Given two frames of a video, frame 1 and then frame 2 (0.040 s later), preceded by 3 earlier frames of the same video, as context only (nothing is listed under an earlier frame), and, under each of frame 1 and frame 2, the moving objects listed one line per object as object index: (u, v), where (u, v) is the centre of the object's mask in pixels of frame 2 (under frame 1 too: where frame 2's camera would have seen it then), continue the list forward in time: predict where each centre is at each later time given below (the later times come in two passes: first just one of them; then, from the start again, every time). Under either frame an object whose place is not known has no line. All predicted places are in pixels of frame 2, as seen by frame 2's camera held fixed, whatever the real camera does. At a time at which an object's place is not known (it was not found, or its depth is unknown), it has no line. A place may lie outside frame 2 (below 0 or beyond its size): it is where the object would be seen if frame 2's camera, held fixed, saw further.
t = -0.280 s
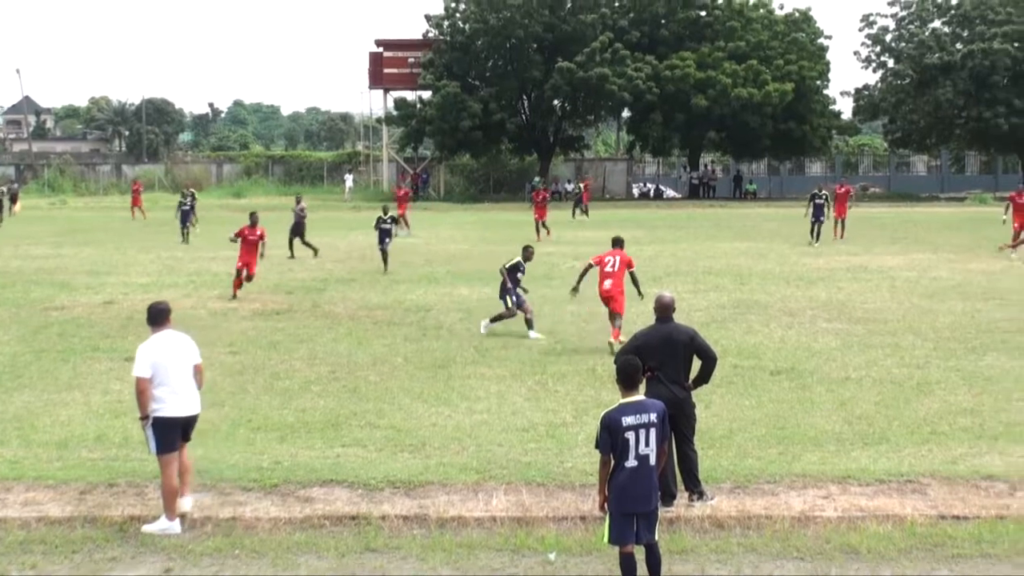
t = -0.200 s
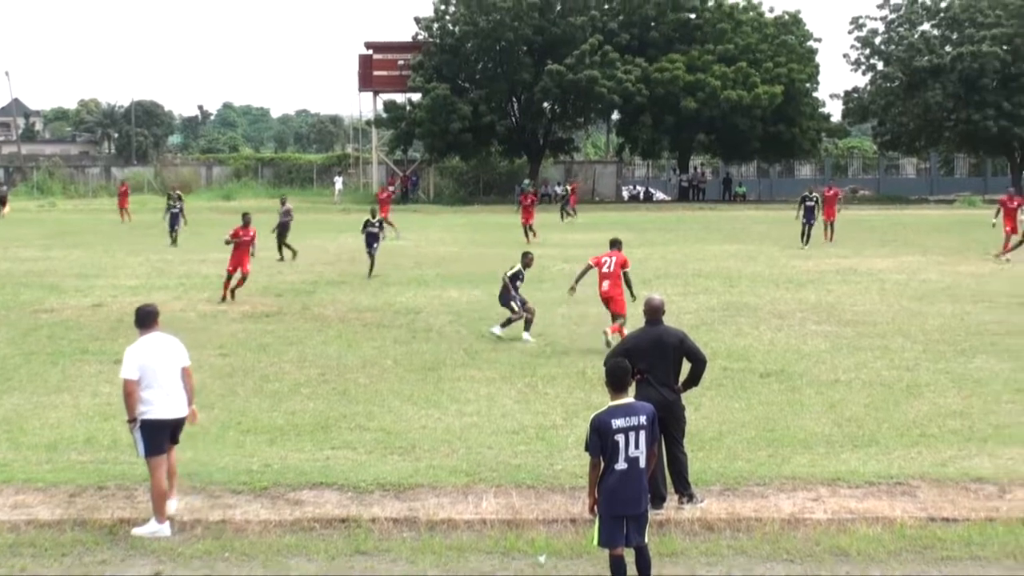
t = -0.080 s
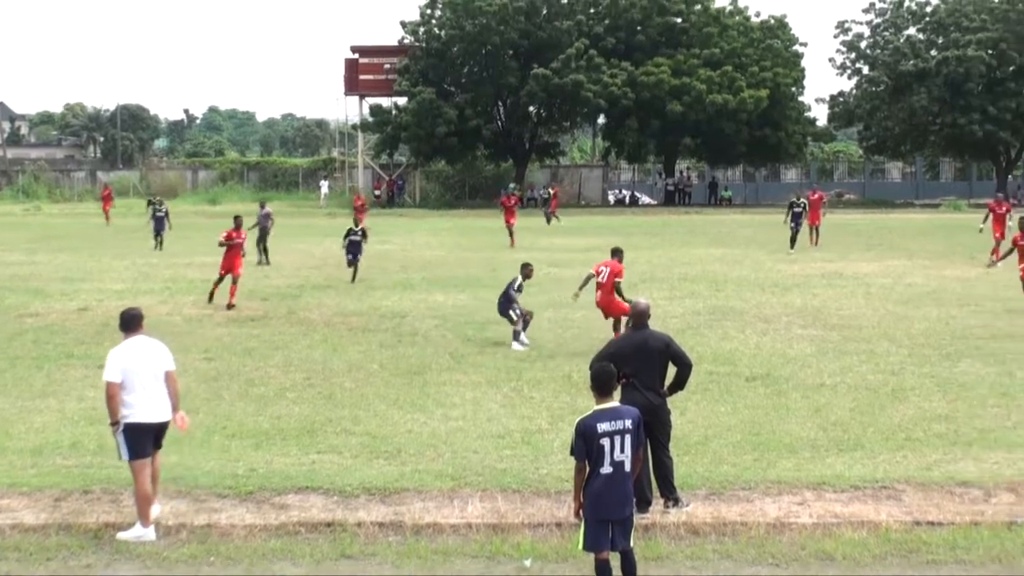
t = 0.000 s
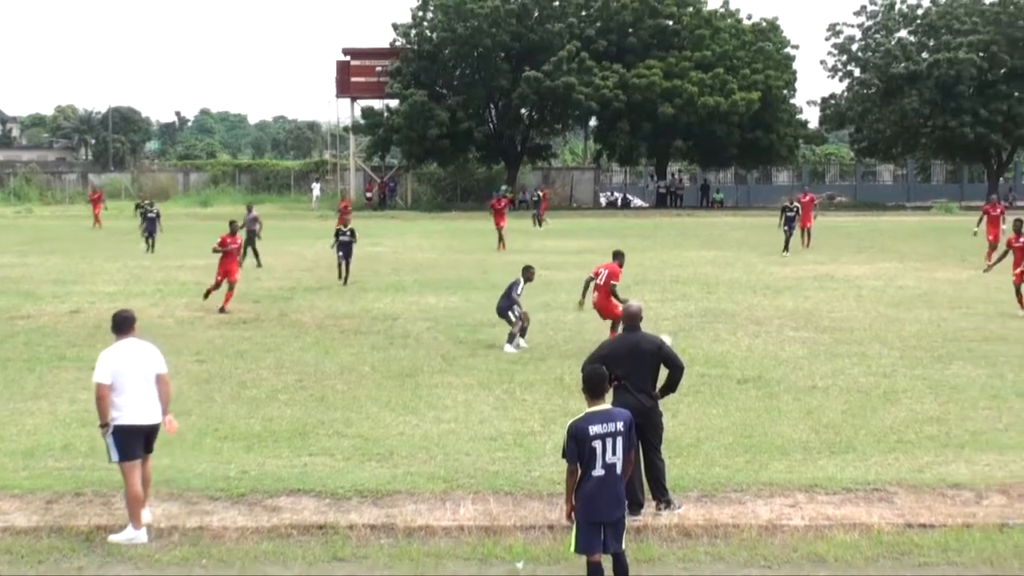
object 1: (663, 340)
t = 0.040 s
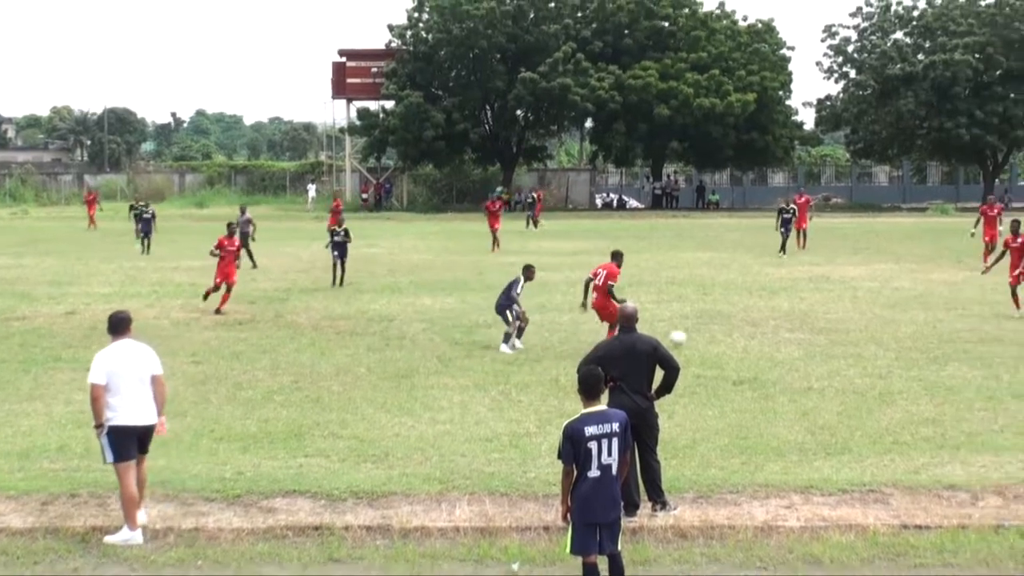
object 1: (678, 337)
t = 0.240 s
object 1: (762, 331)
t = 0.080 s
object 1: (696, 334)
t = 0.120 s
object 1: (713, 329)
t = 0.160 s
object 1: (730, 328)
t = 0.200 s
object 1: (746, 328)
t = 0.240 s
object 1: (762, 331)
